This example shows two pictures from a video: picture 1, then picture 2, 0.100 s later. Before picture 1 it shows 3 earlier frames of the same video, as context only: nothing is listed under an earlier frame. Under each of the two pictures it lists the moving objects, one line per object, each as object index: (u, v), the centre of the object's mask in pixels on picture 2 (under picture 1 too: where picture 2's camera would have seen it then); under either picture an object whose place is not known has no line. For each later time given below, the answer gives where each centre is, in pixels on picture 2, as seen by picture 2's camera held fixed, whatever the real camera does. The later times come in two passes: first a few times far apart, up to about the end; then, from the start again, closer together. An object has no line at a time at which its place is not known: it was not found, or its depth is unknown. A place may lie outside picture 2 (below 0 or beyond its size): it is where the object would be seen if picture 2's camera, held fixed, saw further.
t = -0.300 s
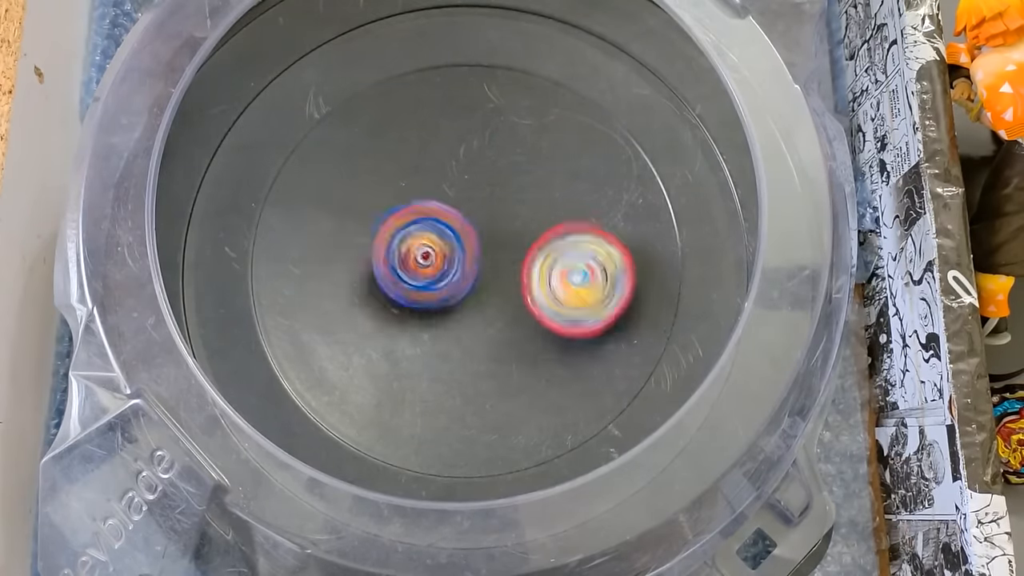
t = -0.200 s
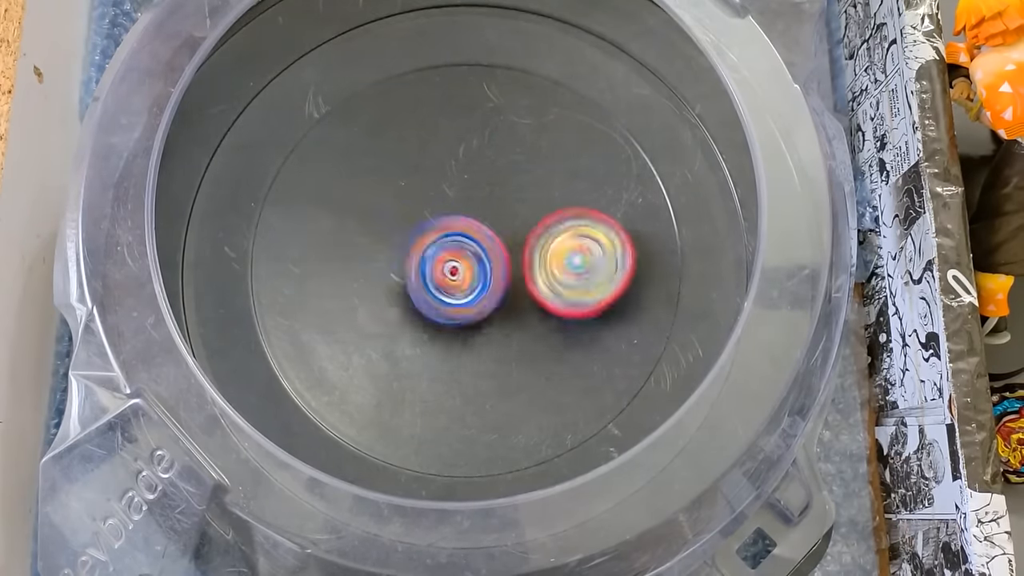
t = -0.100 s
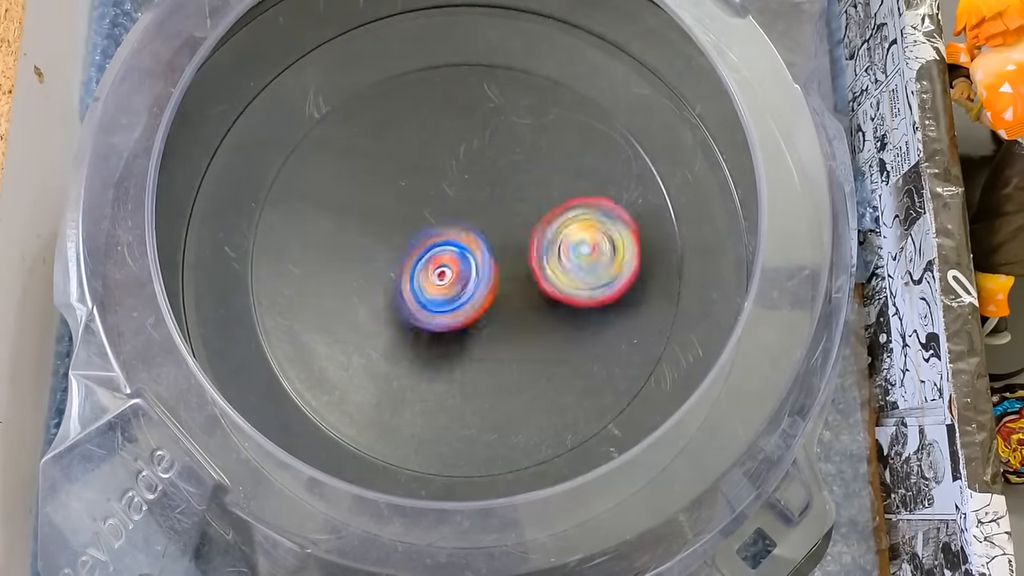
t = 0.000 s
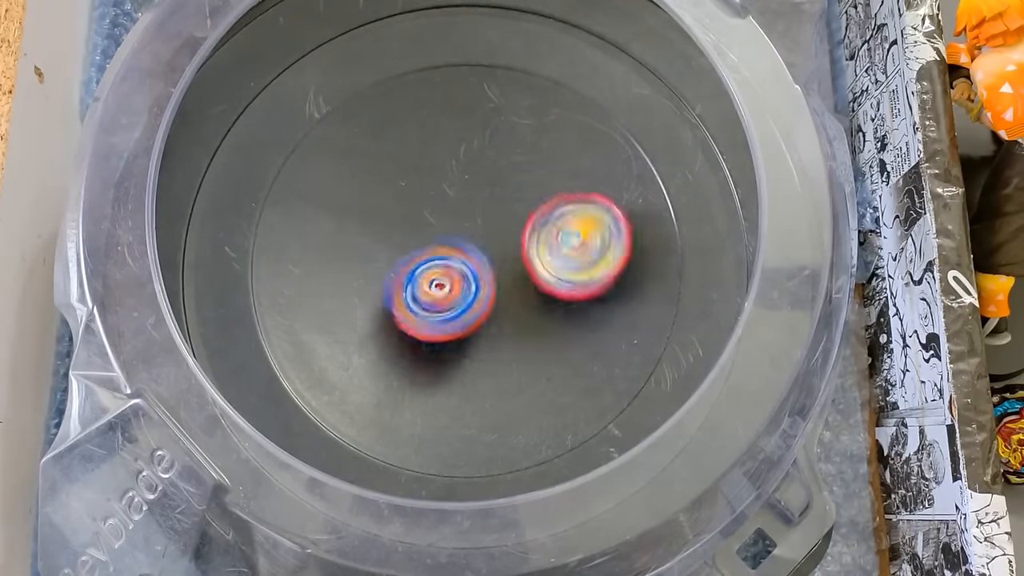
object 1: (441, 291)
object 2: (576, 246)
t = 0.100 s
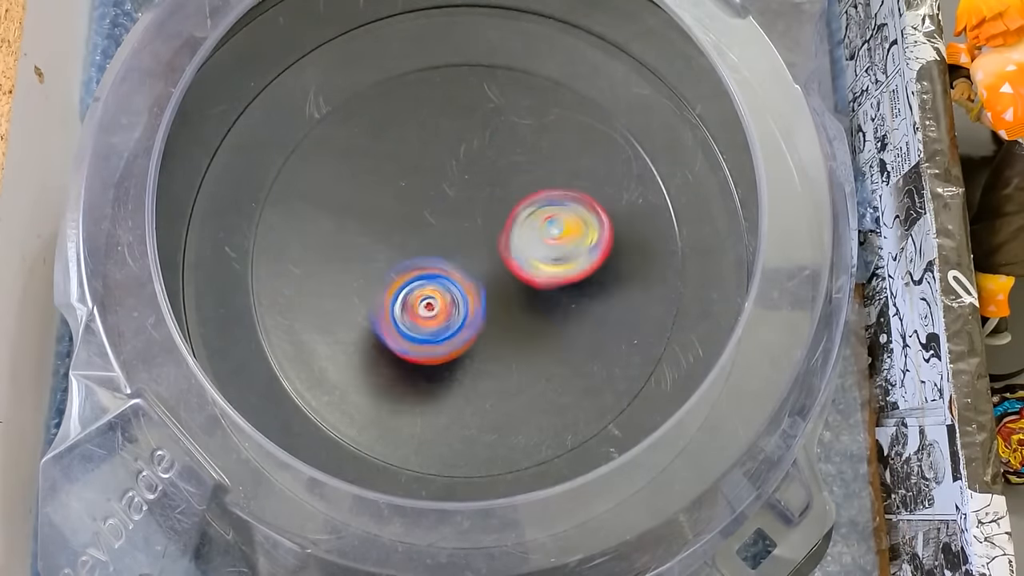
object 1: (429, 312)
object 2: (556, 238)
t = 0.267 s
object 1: (431, 310)
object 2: (520, 227)
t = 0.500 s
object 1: (379, 285)
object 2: (532, 206)
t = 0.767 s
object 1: (387, 198)
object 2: (555, 256)
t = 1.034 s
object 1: (363, 191)
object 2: (543, 260)
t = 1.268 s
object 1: (412, 245)
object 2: (523, 233)
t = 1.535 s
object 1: (417, 259)
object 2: (517, 253)
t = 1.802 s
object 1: (424, 249)
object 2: (517, 241)
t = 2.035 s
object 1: (424, 248)
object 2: (516, 248)
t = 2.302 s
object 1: (424, 248)
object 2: (517, 243)
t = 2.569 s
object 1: (424, 248)
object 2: (517, 244)
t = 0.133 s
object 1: (425, 313)
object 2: (550, 235)
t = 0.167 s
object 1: (426, 315)
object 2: (545, 233)
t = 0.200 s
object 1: (423, 317)
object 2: (538, 230)
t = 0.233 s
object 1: (428, 313)
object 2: (531, 228)
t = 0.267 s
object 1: (431, 310)
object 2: (520, 227)
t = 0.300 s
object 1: (434, 304)
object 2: (507, 226)
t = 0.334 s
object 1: (414, 305)
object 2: (519, 218)
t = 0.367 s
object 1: (390, 308)
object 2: (524, 208)
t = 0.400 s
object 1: (377, 308)
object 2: (532, 197)
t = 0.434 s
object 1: (371, 299)
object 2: (538, 195)
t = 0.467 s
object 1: (371, 290)
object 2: (538, 199)
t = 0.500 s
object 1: (379, 285)
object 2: (532, 206)
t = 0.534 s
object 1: (390, 282)
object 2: (522, 209)
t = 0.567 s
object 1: (399, 278)
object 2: (513, 209)
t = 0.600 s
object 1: (414, 268)
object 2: (506, 210)
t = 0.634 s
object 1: (417, 259)
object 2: (507, 216)
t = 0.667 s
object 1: (409, 242)
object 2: (521, 229)
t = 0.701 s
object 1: (402, 225)
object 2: (534, 243)
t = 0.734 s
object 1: (395, 210)
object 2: (546, 252)
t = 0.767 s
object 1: (387, 198)
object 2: (555, 256)
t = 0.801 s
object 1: (378, 190)
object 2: (559, 256)
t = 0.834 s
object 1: (370, 188)
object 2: (561, 255)
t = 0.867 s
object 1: (365, 189)
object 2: (562, 254)
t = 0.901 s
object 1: (362, 191)
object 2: (561, 255)
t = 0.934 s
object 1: (360, 192)
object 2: (559, 256)
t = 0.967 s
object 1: (360, 192)
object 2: (555, 259)
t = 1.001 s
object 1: (360, 192)
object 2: (550, 260)
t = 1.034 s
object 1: (363, 191)
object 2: (543, 260)
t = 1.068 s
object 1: (368, 190)
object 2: (535, 257)
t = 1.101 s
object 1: (376, 190)
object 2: (528, 252)
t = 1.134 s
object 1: (386, 193)
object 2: (523, 245)
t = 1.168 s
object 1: (396, 201)
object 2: (521, 238)
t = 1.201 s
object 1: (405, 216)
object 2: (522, 234)
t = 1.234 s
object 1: (410, 230)
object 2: (524, 233)
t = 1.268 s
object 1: (412, 245)
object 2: (523, 233)
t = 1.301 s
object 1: (410, 257)
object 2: (521, 235)
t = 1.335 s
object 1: (408, 262)
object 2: (517, 237)
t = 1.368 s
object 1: (407, 264)
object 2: (515, 241)
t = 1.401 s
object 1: (406, 264)
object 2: (514, 245)
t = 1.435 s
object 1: (406, 264)
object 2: (514, 248)
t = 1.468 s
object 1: (408, 263)
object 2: (515, 250)
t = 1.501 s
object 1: (412, 262)
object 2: (516, 252)
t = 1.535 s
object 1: (417, 259)
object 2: (517, 253)
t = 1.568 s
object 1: (421, 253)
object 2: (517, 253)
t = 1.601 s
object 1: (423, 250)
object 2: (517, 251)
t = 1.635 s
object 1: (423, 249)
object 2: (517, 247)
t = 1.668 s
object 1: (423, 249)
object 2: (517, 244)
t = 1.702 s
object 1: (423, 249)
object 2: (517, 242)
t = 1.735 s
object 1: (424, 249)
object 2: (518, 240)
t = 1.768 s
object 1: (423, 249)
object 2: (518, 240)
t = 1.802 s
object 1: (424, 249)
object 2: (517, 241)
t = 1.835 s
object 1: (424, 249)
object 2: (517, 242)
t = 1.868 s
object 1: (424, 248)
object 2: (517, 244)
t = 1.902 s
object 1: (424, 248)
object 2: (516, 245)
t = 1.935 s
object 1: (424, 248)
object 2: (516, 247)
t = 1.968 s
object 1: (424, 249)
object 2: (516, 247)
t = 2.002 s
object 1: (424, 249)
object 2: (516, 248)
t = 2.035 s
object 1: (424, 248)
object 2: (516, 248)
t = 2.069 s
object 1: (424, 248)
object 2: (516, 247)
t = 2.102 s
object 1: (424, 248)
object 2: (516, 246)
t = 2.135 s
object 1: (424, 248)
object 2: (516, 245)
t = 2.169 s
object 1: (424, 248)
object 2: (516, 244)
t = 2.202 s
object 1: (424, 248)
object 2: (517, 244)
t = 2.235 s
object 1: (424, 248)
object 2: (517, 243)
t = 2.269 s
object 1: (424, 248)
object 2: (517, 243)
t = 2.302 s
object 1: (424, 248)
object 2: (517, 243)
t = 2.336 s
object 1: (424, 248)
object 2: (517, 243)
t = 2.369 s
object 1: (424, 248)
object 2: (517, 243)
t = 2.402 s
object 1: (424, 248)
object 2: (517, 243)
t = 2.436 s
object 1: (424, 248)
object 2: (517, 244)
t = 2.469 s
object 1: (424, 248)
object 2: (517, 244)
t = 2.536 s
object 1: (424, 248)
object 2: (517, 244)
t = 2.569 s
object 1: (424, 248)
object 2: (517, 244)
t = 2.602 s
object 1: (424, 248)
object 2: (517, 244)
